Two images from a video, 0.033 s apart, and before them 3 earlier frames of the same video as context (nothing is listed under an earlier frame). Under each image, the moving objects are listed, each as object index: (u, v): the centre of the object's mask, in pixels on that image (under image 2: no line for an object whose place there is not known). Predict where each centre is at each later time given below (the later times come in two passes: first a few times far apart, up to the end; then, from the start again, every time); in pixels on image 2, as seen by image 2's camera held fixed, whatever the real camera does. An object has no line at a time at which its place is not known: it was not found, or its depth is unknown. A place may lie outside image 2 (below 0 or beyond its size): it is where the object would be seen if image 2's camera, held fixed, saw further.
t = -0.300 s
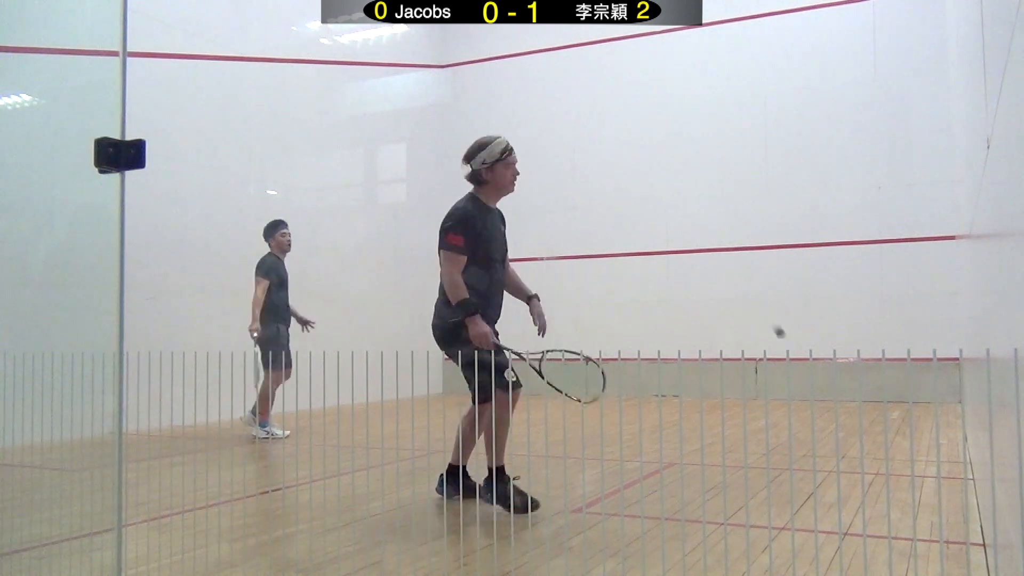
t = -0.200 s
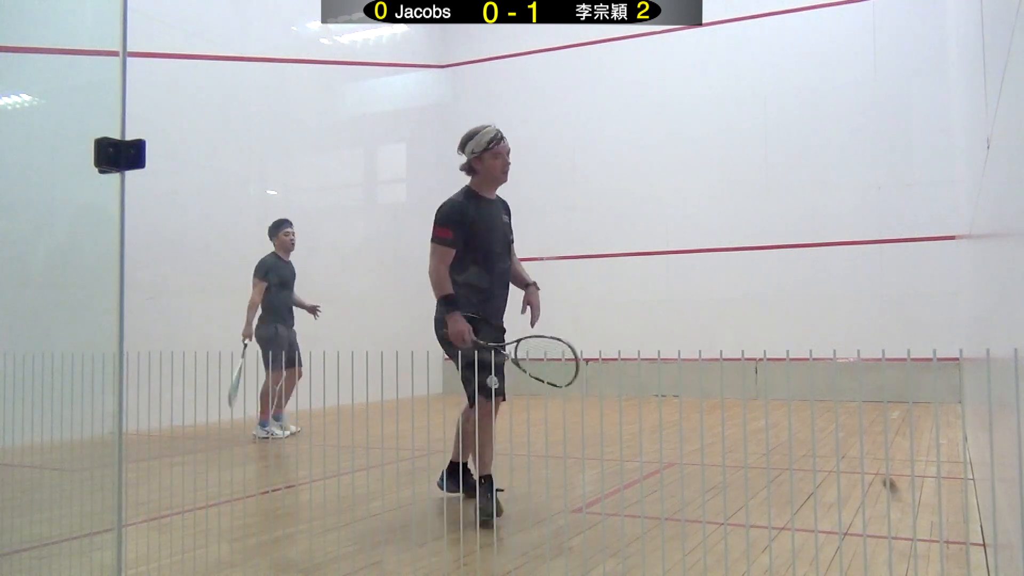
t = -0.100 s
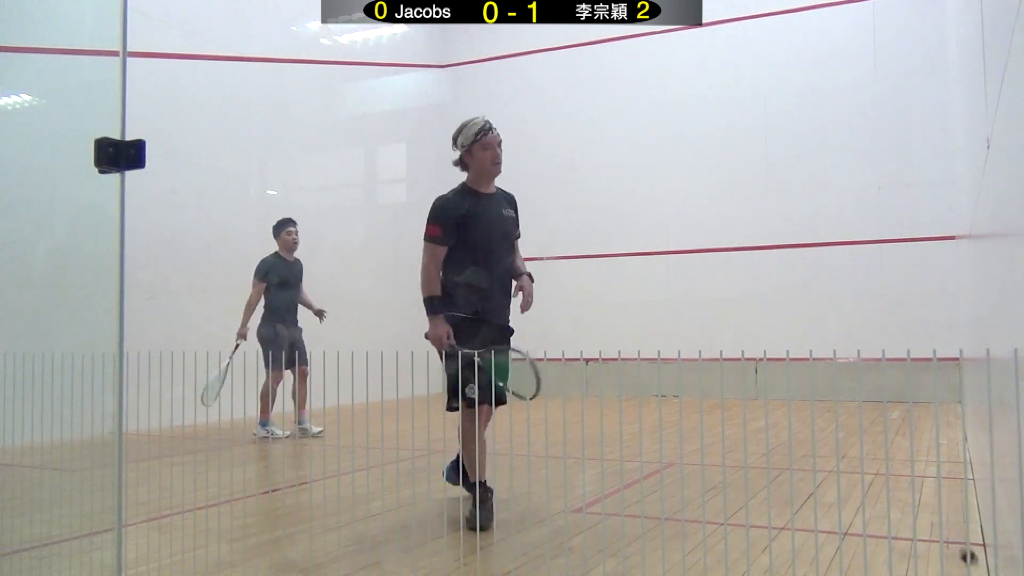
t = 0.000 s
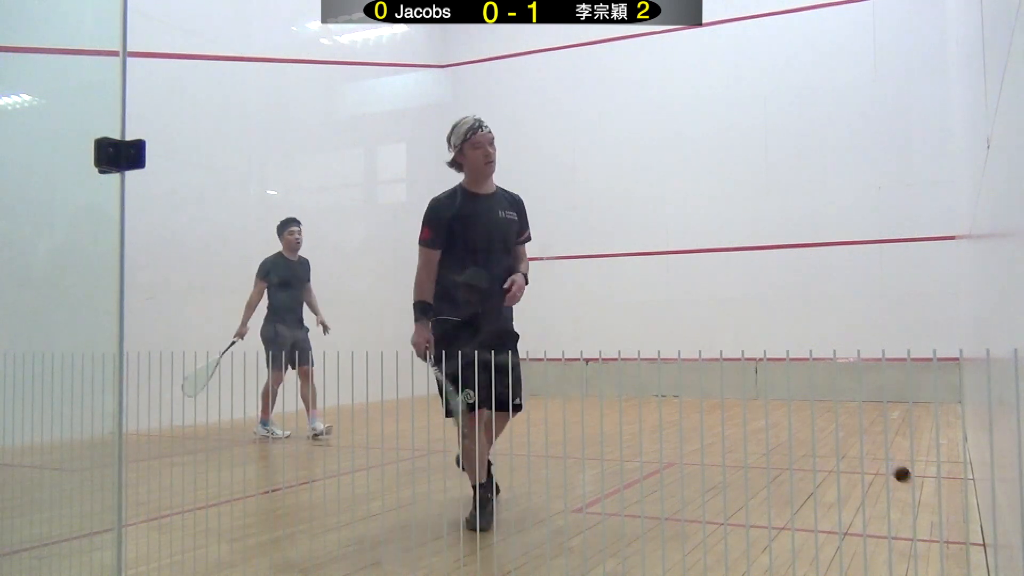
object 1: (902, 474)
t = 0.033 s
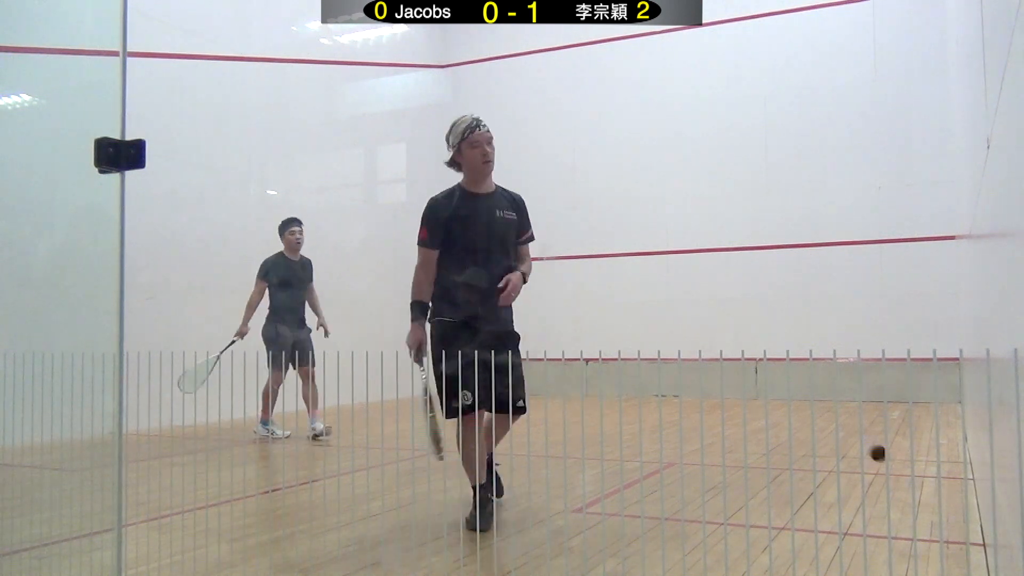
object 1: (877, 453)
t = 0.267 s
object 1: (682, 424)
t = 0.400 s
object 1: (532, 539)
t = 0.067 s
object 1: (852, 436)
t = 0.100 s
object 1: (827, 422)
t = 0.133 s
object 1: (801, 412)
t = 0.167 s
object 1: (774, 408)
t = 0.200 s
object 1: (744, 408)
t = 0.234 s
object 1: (713, 413)
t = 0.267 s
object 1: (682, 424)
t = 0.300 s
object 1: (648, 441)
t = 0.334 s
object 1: (612, 465)
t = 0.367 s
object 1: (575, 497)
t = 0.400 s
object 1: (532, 539)
